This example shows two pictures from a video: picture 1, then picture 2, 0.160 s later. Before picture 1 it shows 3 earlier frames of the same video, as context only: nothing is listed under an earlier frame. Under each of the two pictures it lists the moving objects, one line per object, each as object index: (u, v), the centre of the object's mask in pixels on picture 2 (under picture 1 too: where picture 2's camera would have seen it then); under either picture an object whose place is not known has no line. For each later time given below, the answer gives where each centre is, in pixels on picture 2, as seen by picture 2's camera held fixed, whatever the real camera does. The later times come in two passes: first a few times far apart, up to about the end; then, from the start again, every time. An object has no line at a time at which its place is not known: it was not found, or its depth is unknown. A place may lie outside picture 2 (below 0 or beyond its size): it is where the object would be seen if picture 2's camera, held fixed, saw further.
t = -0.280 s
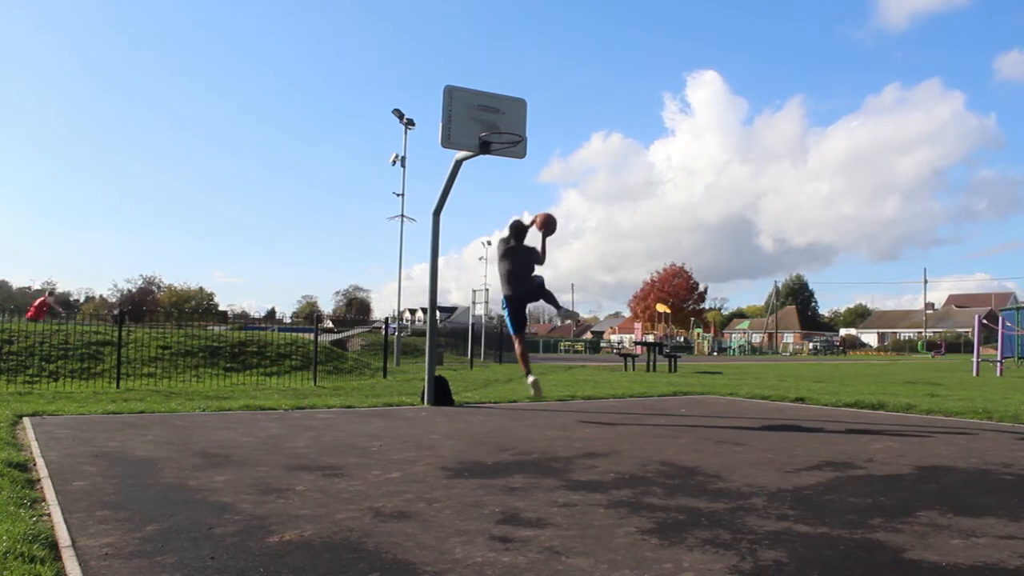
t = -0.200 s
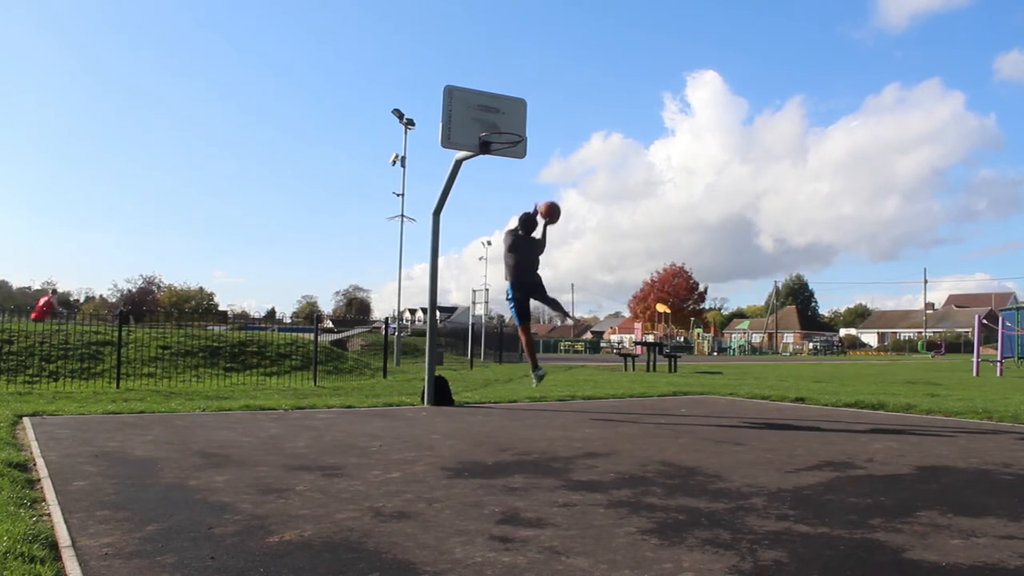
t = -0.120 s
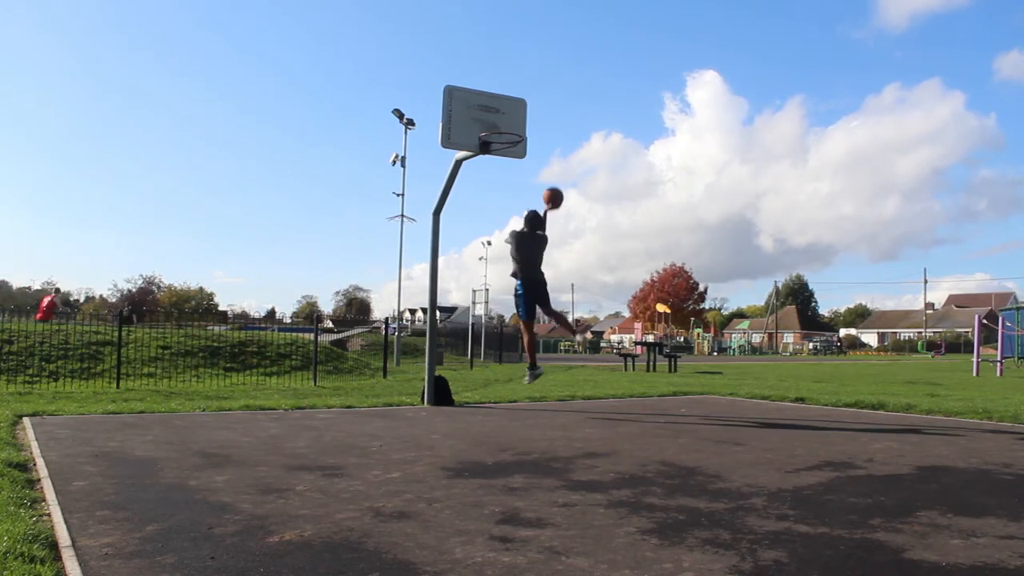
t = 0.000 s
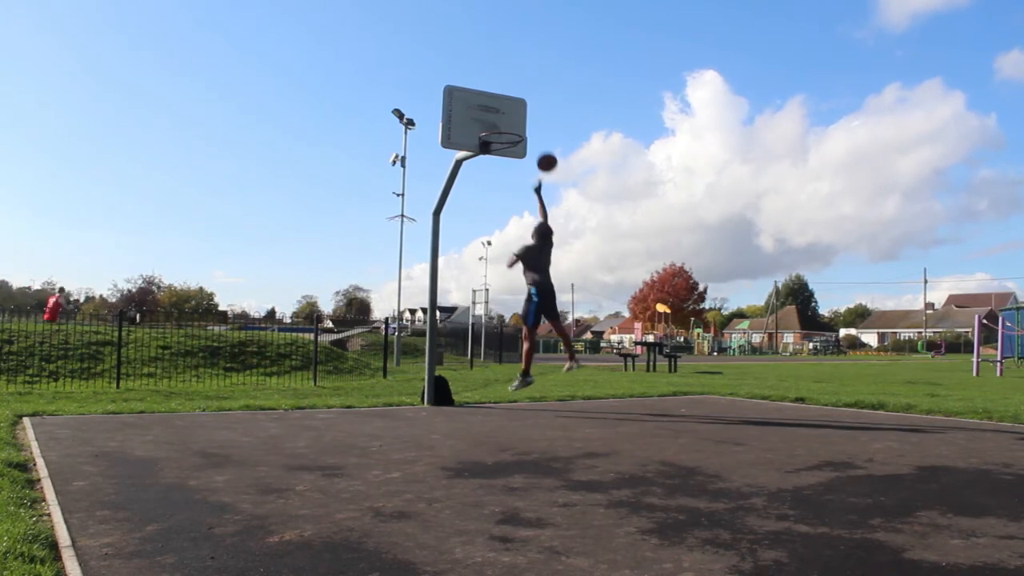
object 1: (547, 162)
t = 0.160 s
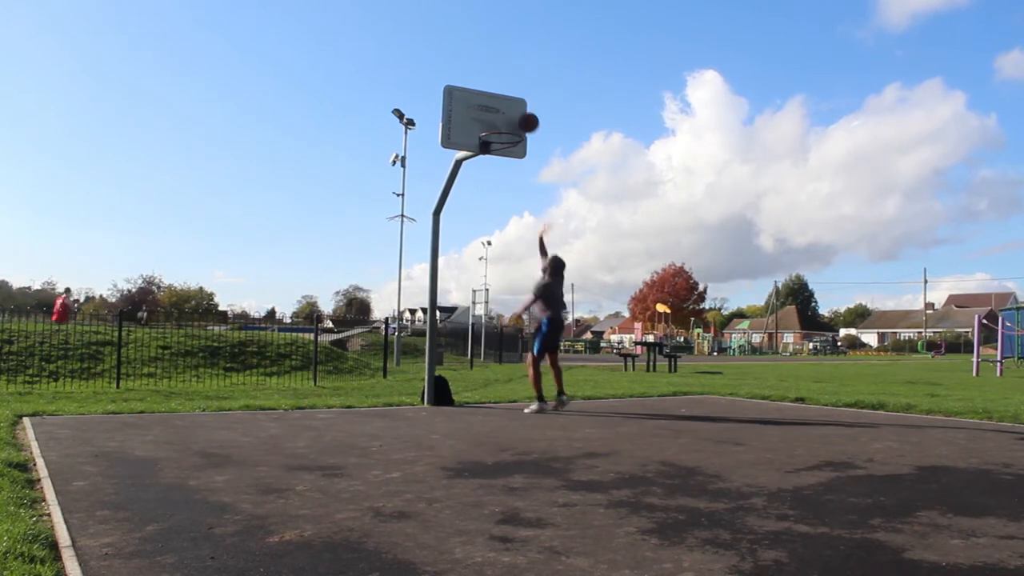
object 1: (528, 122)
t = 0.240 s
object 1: (520, 111)
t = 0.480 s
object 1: (510, 115)
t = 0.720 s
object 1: (501, 130)
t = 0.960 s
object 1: (504, 149)
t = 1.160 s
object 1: (509, 198)
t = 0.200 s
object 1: (524, 116)
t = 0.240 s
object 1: (520, 111)
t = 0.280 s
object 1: (519, 108)
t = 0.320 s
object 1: (517, 107)
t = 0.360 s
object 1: (516, 107)
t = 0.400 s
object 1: (514, 108)
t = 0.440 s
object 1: (512, 111)
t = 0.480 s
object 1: (510, 115)
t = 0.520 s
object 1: (509, 120)
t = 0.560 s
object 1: (507, 127)
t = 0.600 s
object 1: (505, 133)
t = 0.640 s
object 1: (504, 130)
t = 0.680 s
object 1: (502, 130)
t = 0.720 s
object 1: (501, 130)
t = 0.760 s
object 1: (499, 131)
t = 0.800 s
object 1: (499, 133)
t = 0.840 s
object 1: (501, 135)
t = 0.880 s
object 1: (501, 138)
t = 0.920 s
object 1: (502, 143)
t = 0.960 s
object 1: (504, 149)
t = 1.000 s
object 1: (505, 156)
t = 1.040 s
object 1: (506, 164)
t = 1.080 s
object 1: (507, 174)
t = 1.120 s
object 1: (508, 186)
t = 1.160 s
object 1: (509, 198)
